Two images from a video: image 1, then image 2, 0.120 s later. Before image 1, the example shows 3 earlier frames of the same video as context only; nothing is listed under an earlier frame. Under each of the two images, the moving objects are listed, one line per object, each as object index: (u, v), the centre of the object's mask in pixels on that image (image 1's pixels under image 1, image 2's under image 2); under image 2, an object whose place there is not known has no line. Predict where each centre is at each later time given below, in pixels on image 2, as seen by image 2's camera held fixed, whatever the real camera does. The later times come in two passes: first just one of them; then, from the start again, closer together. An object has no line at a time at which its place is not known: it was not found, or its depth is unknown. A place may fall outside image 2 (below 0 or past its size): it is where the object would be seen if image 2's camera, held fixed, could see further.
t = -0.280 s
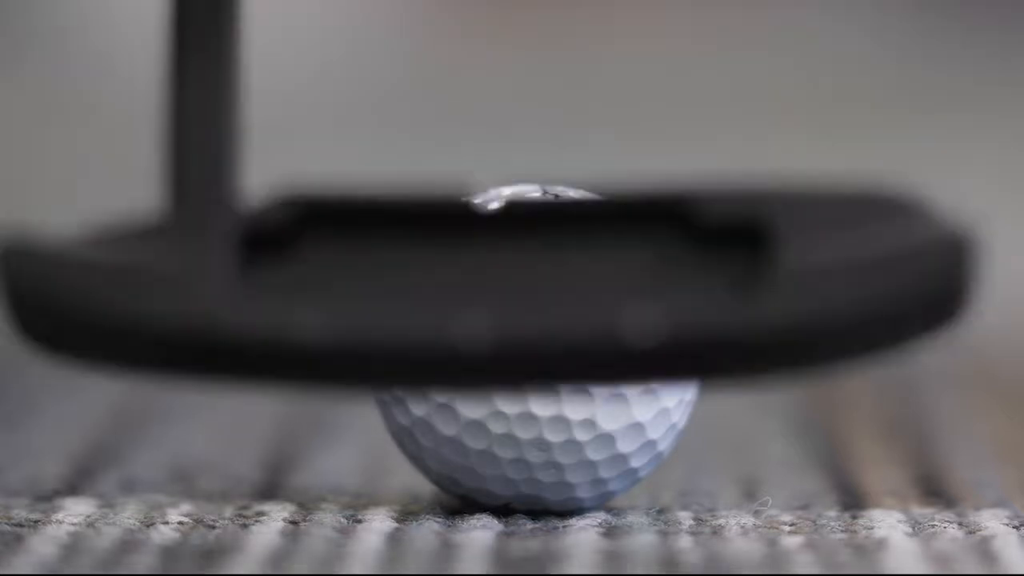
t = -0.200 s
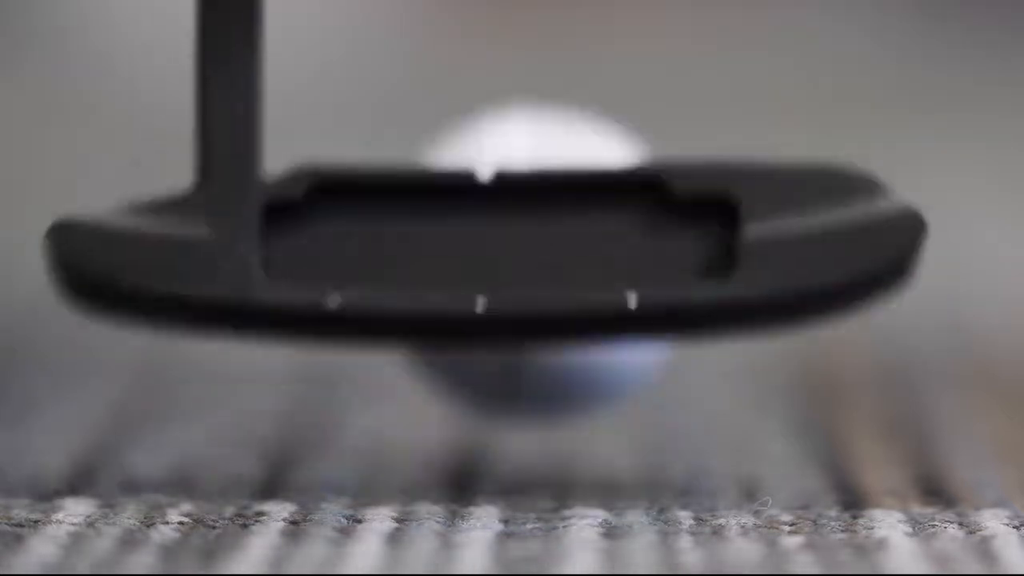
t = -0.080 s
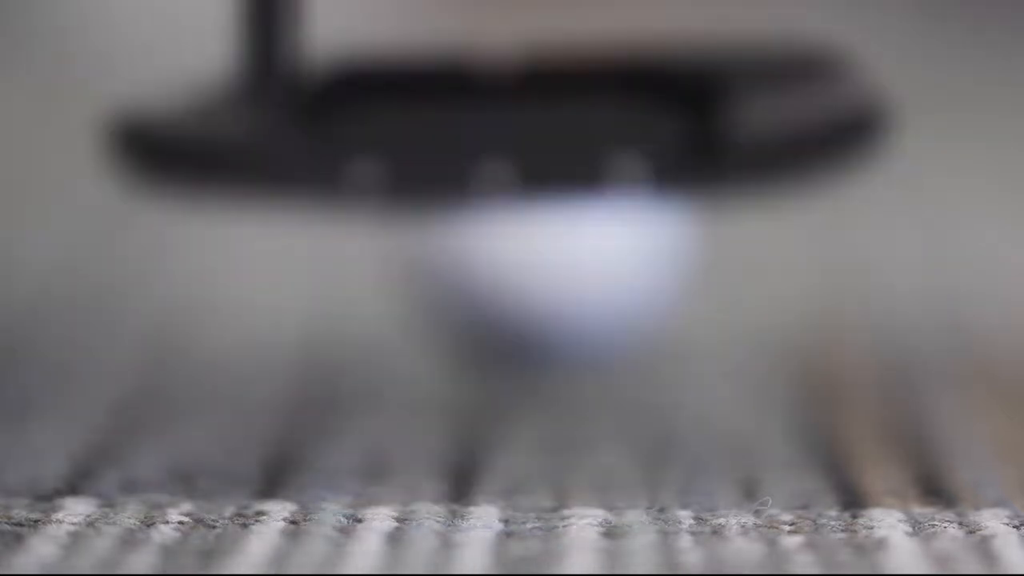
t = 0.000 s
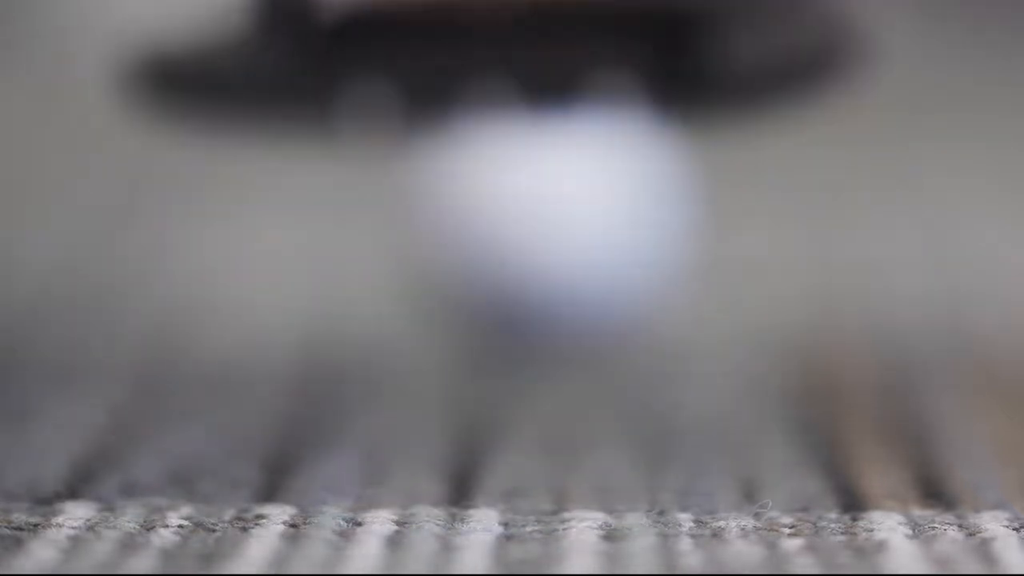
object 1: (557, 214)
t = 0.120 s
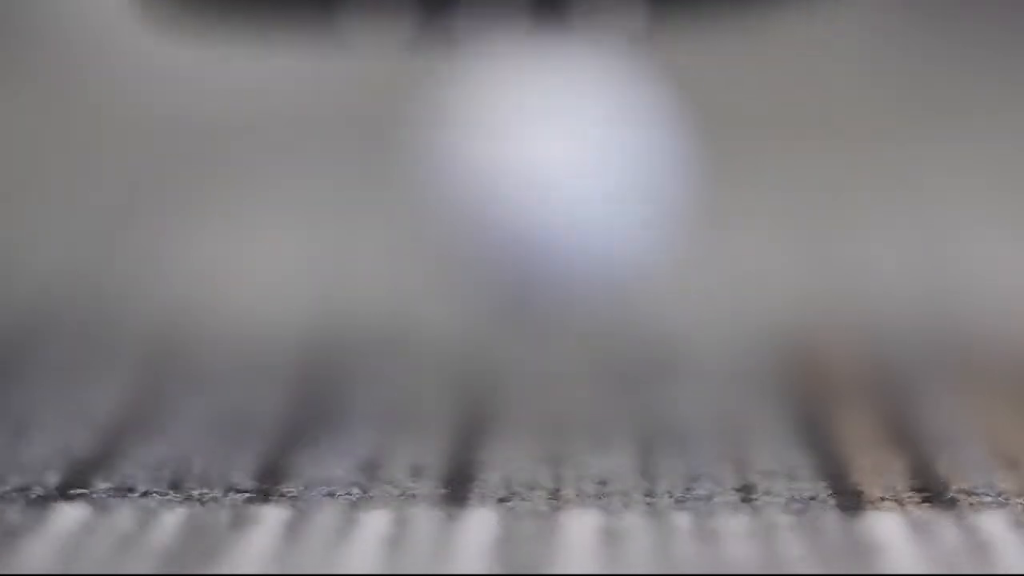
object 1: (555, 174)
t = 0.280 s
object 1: (571, 156)
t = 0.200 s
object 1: (568, 166)
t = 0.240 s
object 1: (571, 156)
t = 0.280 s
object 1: (571, 156)
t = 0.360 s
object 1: (572, 150)
